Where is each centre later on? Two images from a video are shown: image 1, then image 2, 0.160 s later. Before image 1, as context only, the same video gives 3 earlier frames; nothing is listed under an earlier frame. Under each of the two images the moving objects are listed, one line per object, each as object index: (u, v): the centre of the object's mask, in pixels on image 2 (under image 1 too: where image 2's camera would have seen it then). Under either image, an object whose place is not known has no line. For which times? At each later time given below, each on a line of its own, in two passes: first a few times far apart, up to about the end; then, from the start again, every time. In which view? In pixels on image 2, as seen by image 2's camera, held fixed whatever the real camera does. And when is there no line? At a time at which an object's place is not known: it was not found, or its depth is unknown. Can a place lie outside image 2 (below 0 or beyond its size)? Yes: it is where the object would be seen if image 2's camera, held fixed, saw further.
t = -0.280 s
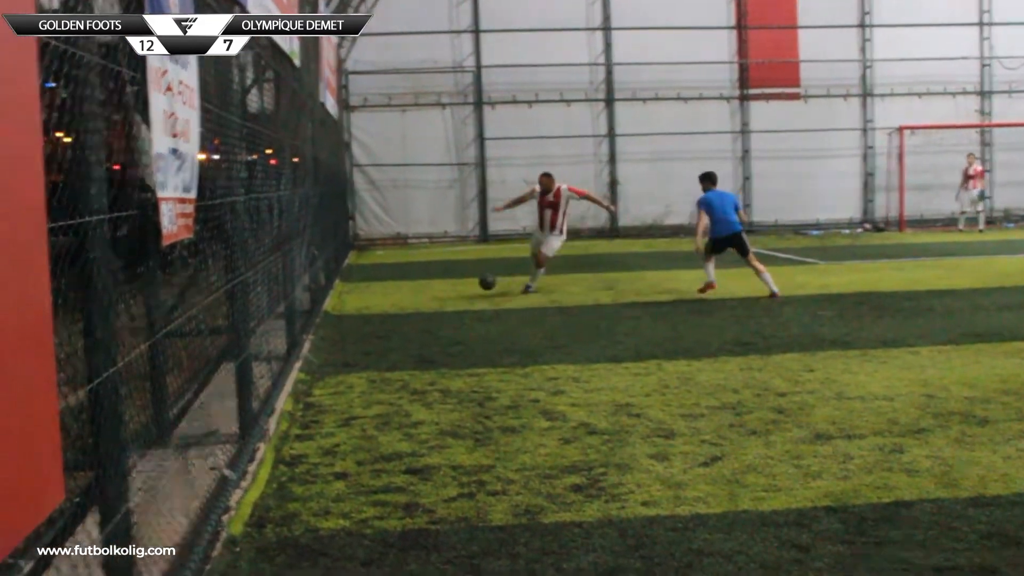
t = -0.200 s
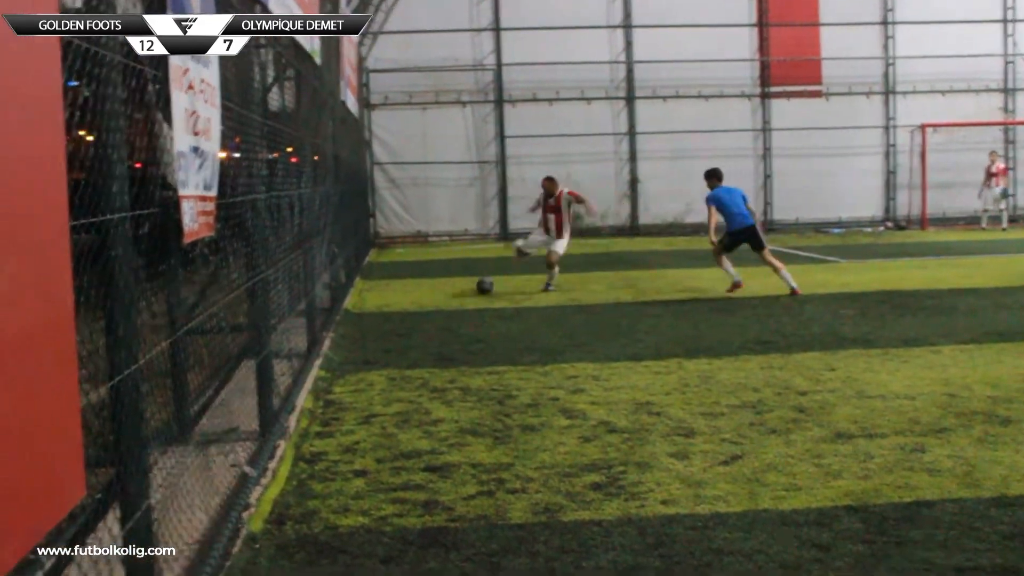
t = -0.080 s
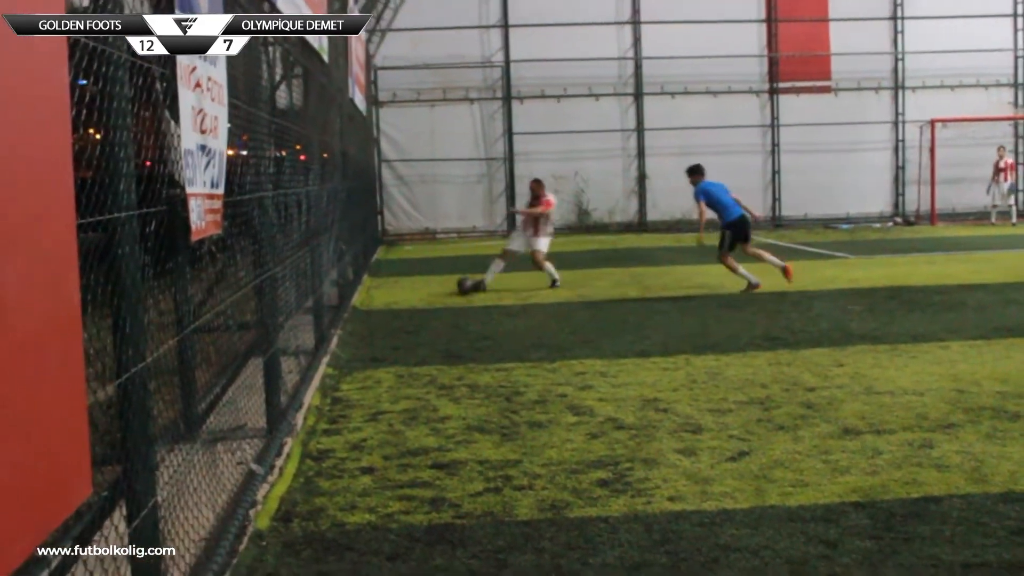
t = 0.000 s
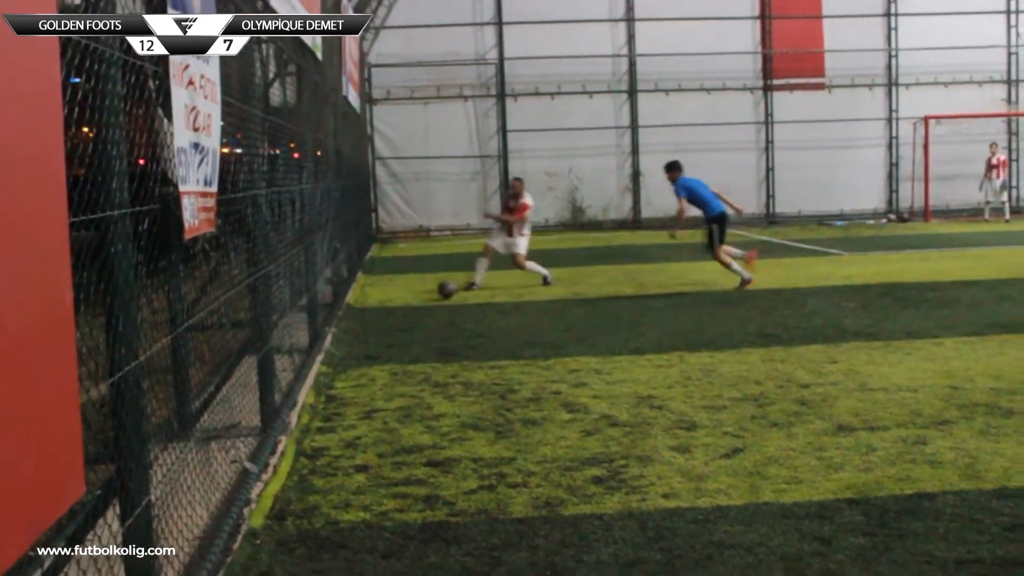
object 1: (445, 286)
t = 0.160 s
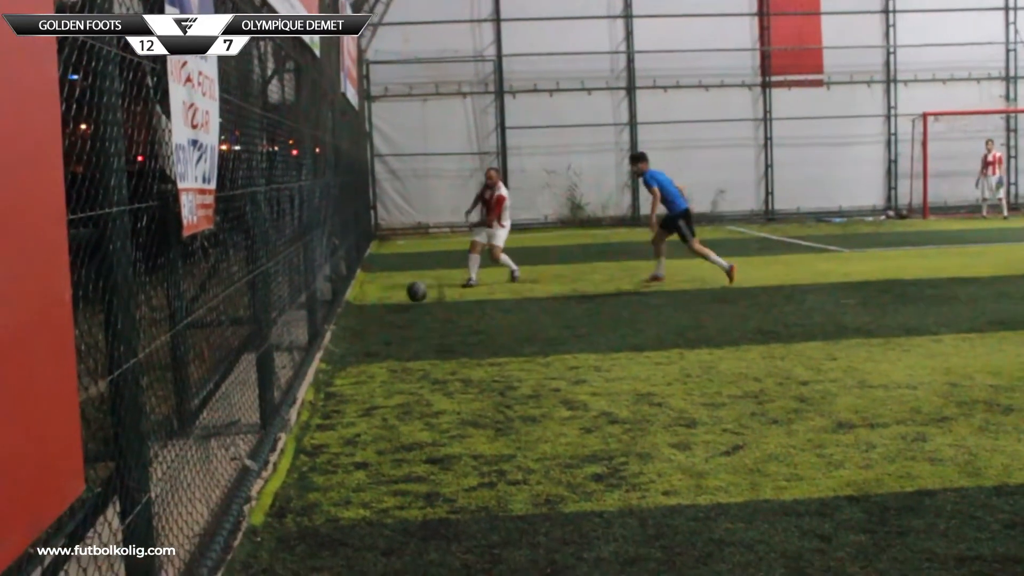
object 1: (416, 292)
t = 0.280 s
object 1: (392, 306)
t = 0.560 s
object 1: (350, 338)
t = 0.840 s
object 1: (373, 357)
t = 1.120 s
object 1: (388, 391)
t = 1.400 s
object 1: (402, 432)
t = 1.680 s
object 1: (417, 488)
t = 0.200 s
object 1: (409, 295)
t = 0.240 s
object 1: (400, 300)
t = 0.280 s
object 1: (392, 306)
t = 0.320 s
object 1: (382, 315)
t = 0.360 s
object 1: (374, 316)
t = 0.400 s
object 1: (362, 317)
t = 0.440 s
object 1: (352, 321)
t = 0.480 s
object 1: (343, 328)
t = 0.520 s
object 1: (344, 333)
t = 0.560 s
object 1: (350, 338)
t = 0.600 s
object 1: (354, 338)
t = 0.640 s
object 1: (358, 338)
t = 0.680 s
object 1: (362, 340)
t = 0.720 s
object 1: (366, 345)
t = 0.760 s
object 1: (370, 352)
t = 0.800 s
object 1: (372, 355)
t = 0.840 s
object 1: (373, 357)
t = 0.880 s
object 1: (376, 360)
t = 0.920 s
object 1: (378, 367)
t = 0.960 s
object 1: (380, 372)
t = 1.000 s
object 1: (383, 374)
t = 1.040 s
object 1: (385, 379)
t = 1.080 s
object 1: (385, 386)
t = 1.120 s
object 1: (388, 391)
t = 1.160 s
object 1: (390, 393)
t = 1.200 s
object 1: (392, 398)
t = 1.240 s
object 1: (394, 406)
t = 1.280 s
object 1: (396, 414)
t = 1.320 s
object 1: (398, 419)
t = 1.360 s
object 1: (401, 426)
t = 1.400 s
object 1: (402, 432)
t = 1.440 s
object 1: (405, 436)
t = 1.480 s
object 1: (406, 447)
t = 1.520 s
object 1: (408, 458)
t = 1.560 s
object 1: (410, 463)
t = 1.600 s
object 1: (412, 474)
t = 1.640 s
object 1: (414, 484)
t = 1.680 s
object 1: (417, 488)
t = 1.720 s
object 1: (422, 496)
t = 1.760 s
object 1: (424, 512)
